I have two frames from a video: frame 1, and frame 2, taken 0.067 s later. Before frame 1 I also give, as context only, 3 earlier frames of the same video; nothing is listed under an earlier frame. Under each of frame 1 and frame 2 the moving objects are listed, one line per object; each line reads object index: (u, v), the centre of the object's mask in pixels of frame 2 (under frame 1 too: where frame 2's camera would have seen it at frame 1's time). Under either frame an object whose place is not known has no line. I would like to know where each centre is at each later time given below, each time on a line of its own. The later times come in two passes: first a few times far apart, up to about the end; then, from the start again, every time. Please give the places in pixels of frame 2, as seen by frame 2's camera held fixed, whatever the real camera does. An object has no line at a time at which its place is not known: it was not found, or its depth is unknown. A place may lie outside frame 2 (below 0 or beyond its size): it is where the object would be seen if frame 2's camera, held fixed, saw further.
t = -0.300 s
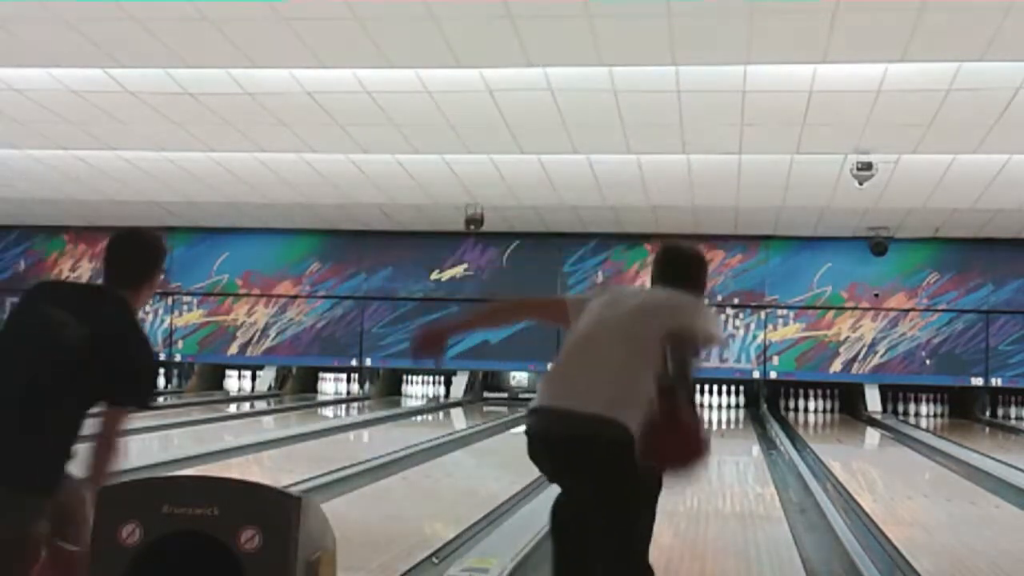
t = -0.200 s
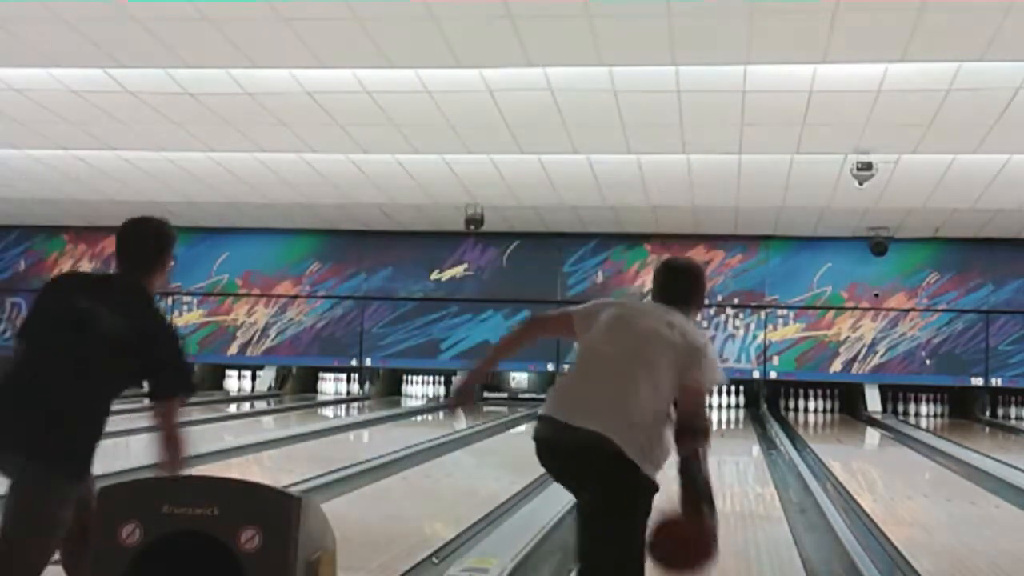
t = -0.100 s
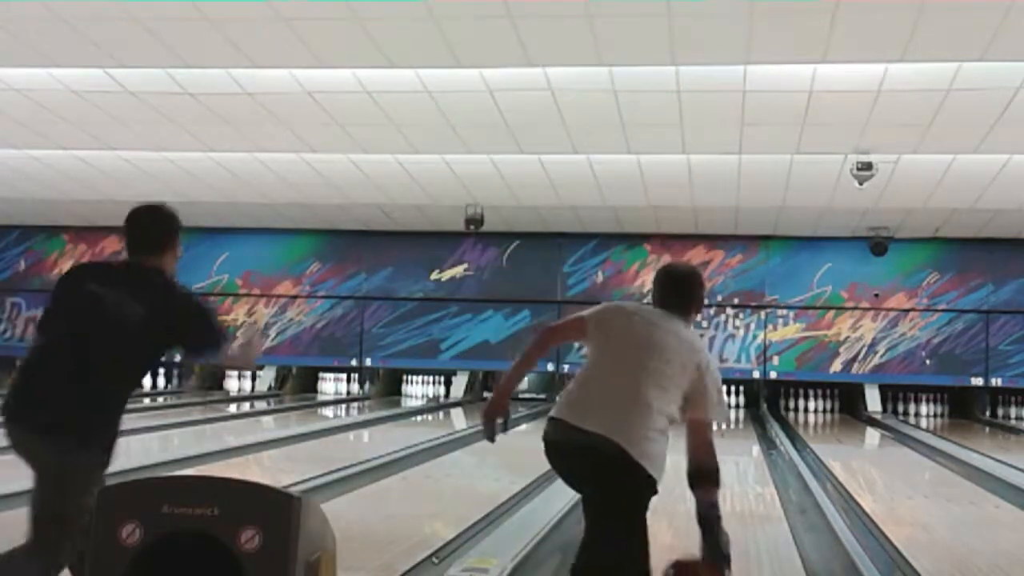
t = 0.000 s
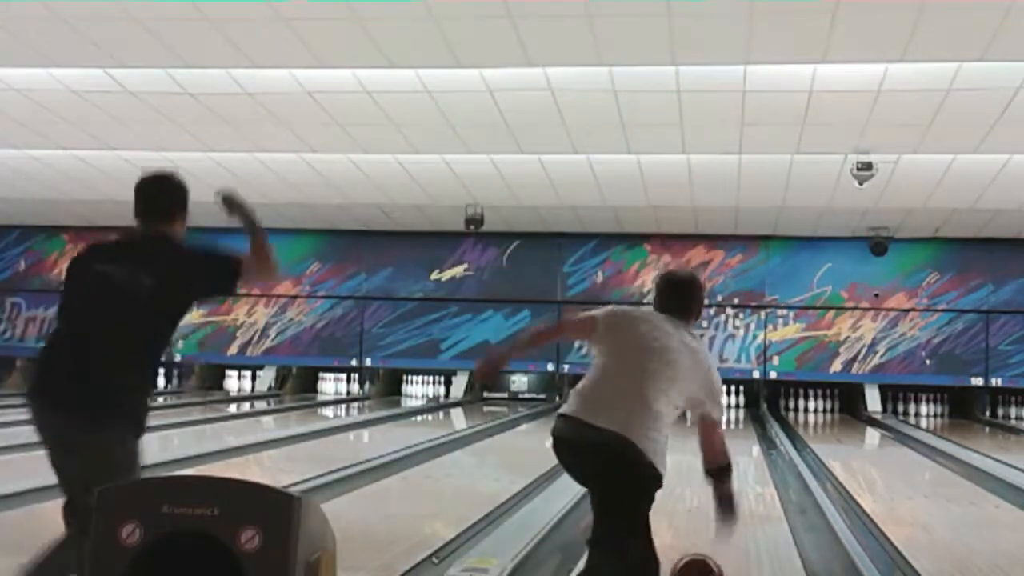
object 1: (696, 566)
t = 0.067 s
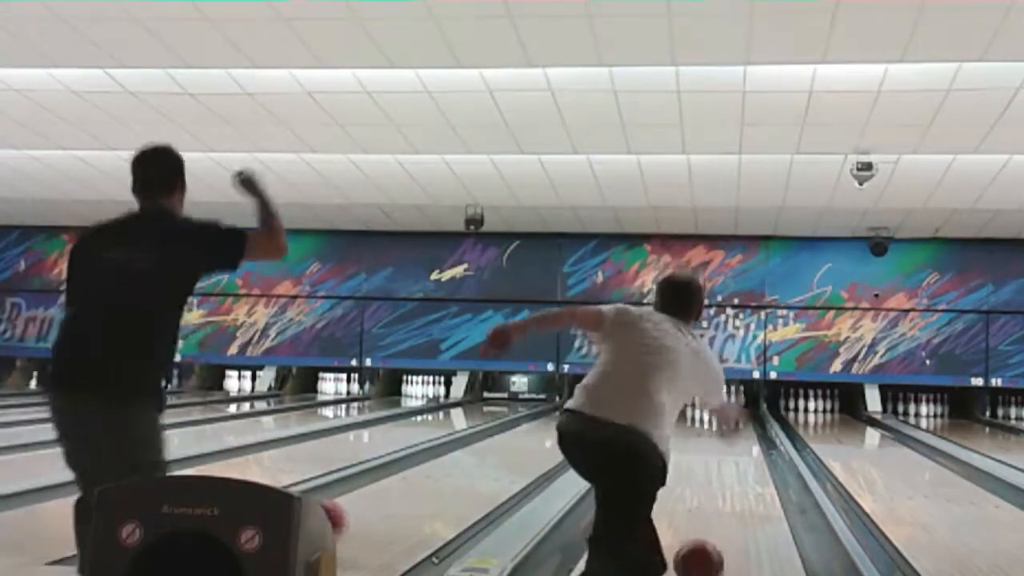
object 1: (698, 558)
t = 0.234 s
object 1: (701, 528)
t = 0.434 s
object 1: (704, 497)
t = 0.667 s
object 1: (705, 472)
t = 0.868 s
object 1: (708, 457)
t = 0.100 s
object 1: (699, 555)
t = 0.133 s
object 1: (700, 549)
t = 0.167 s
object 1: (700, 542)
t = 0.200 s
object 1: (701, 535)
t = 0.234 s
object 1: (701, 528)
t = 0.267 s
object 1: (702, 522)
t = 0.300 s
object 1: (702, 517)
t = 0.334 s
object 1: (702, 511)
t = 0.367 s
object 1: (703, 506)
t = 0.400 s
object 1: (703, 501)
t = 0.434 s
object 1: (704, 497)
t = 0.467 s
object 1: (704, 493)
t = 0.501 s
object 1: (704, 489)
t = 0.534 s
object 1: (704, 485)
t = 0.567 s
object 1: (704, 482)
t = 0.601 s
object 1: (704, 478)
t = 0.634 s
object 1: (705, 475)
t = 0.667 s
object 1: (705, 472)
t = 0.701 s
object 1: (705, 469)
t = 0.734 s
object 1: (705, 466)
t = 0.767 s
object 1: (705, 463)
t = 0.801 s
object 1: (705, 461)
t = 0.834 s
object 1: (707, 459)
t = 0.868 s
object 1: (708, 457)
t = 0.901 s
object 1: (709, 455)
